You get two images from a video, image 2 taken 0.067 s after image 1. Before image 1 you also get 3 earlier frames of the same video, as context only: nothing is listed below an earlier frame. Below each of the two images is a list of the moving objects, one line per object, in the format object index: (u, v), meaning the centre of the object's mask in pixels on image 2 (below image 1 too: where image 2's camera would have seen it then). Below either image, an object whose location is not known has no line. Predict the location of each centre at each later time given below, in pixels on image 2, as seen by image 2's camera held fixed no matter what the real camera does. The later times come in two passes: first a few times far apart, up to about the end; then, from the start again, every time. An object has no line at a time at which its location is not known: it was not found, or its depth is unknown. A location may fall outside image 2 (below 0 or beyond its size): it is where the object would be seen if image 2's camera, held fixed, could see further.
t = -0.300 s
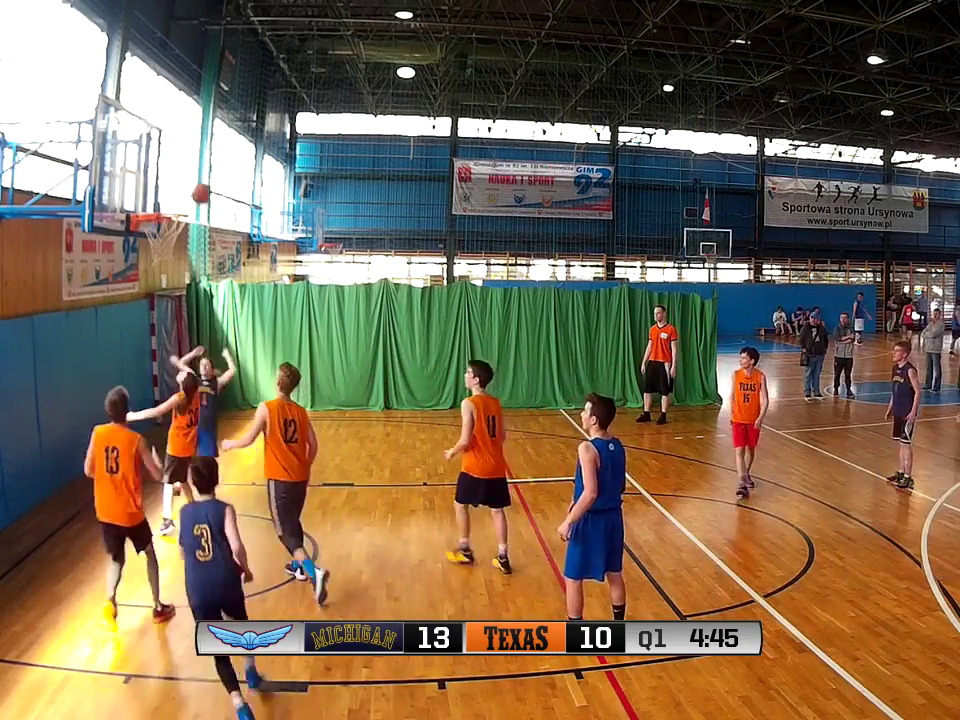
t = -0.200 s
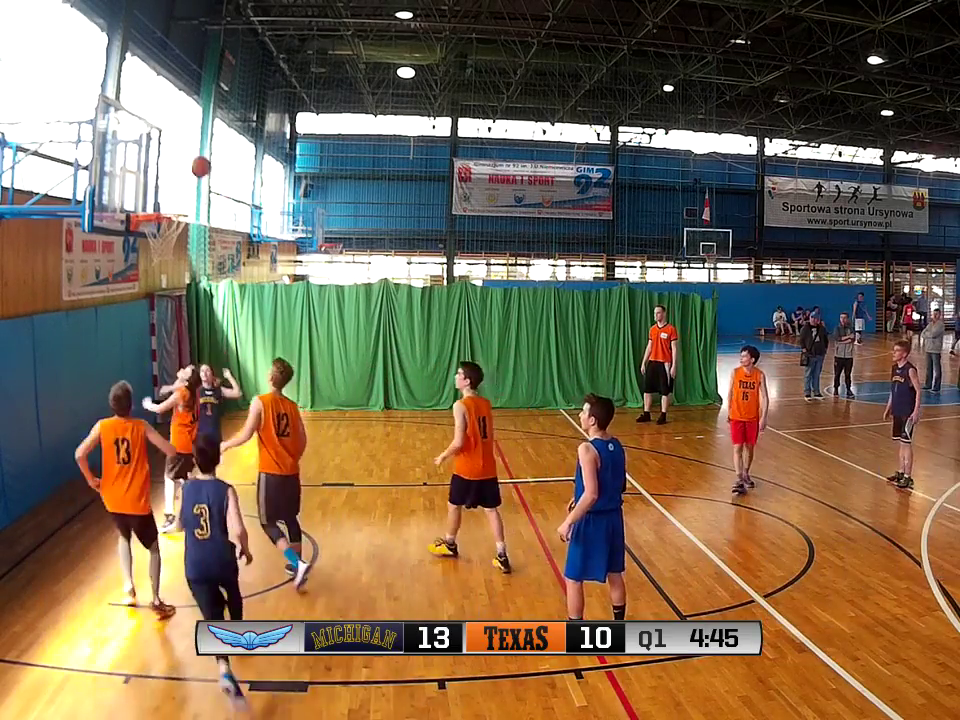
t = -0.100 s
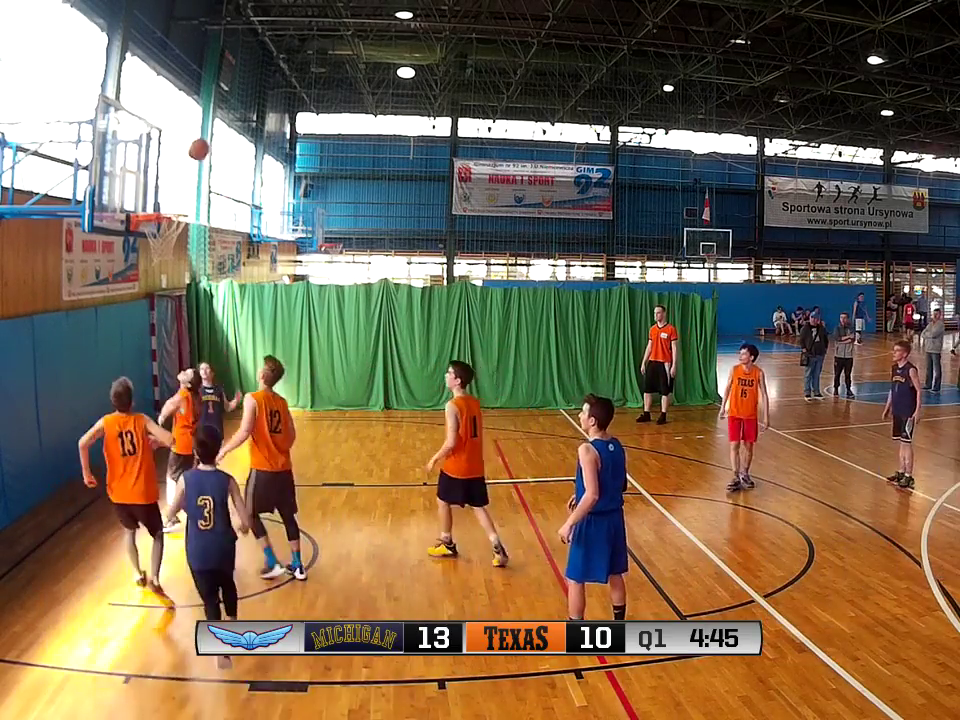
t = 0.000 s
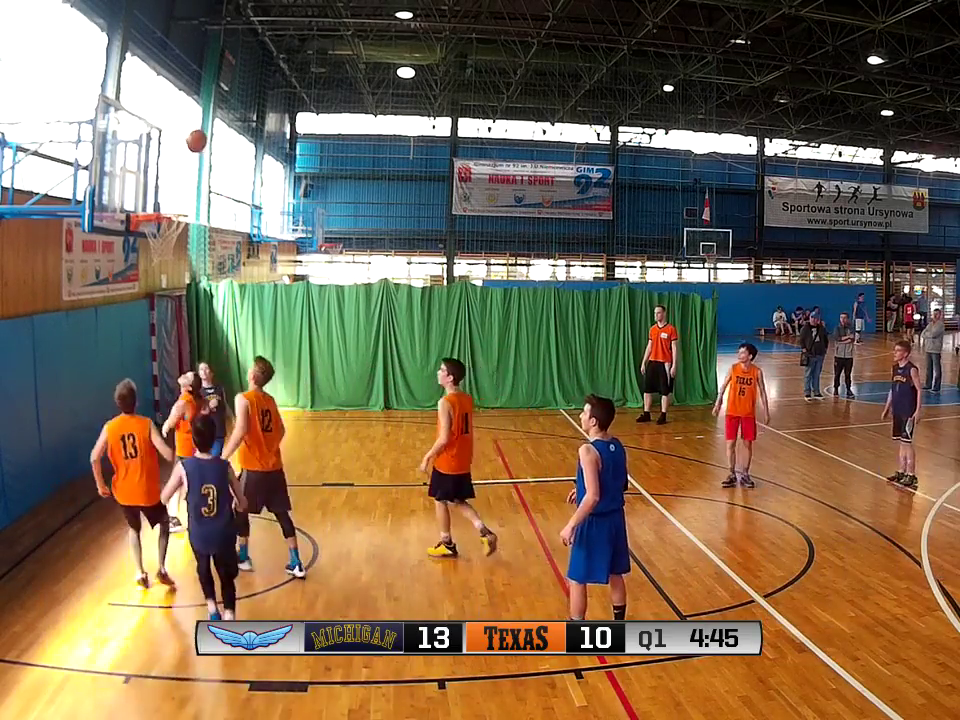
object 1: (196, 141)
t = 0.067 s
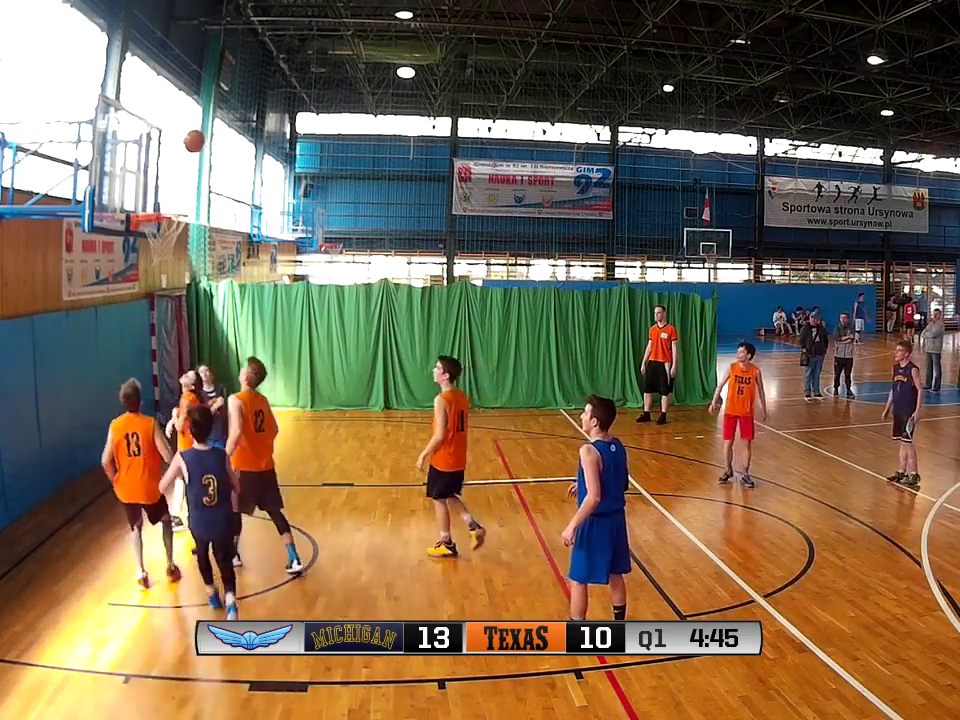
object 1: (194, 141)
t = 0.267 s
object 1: (184, 169)
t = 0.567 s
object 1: (142, 238)
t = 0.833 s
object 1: (138, 275)
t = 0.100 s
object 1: (193, 143)
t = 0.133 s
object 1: (191, 145)
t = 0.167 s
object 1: (190, 149)
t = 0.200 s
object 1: (188, 155)
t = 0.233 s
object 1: (187, 162)
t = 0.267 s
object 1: (184, 169)
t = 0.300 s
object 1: (183, 179)
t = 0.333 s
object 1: (181, 190)
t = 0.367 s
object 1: (179, 203)
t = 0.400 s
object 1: (174, 212)
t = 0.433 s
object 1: (167, 217)
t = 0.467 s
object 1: (158, 229)
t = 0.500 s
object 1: (150, 235)
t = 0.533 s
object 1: (145, 237)
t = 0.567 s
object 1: (142, 238)
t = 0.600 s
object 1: (140, 240)
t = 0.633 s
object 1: (139, 242)
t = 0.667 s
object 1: (140, 240)
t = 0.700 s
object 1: (139, 250)
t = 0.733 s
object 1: (141, 253)
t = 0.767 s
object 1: (139, 259)
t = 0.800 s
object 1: (138, 267)
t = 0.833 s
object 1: (138, 275)
